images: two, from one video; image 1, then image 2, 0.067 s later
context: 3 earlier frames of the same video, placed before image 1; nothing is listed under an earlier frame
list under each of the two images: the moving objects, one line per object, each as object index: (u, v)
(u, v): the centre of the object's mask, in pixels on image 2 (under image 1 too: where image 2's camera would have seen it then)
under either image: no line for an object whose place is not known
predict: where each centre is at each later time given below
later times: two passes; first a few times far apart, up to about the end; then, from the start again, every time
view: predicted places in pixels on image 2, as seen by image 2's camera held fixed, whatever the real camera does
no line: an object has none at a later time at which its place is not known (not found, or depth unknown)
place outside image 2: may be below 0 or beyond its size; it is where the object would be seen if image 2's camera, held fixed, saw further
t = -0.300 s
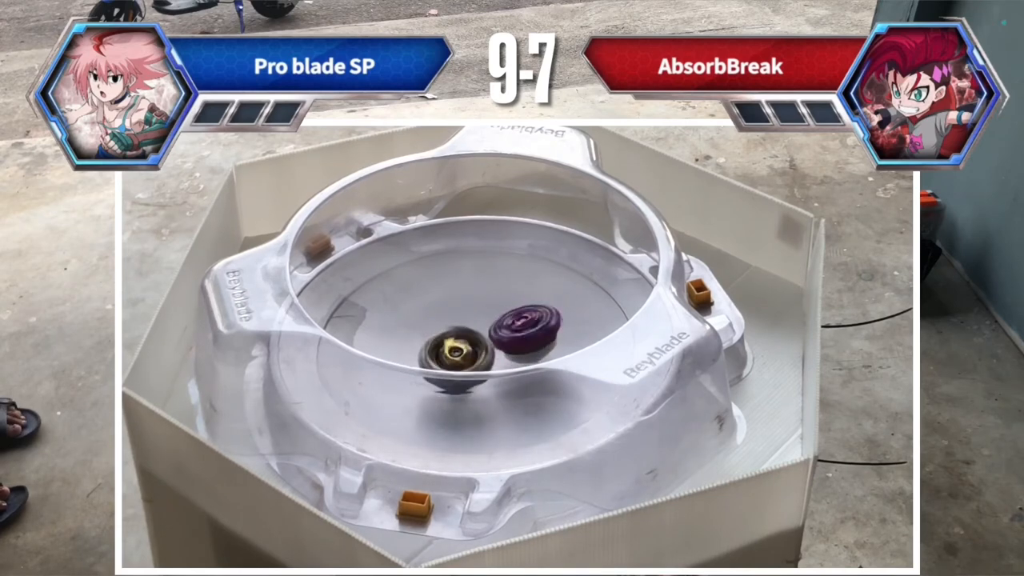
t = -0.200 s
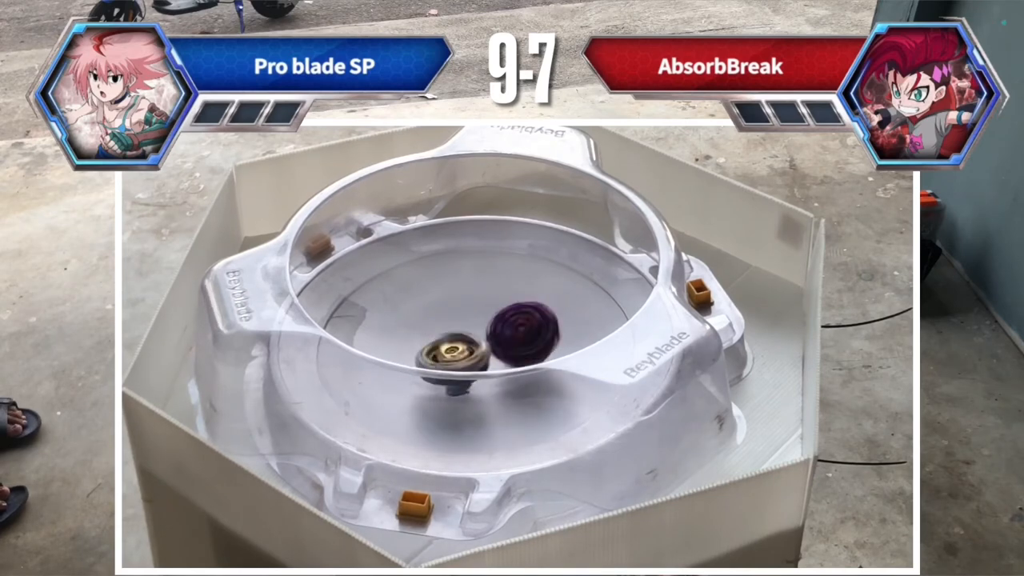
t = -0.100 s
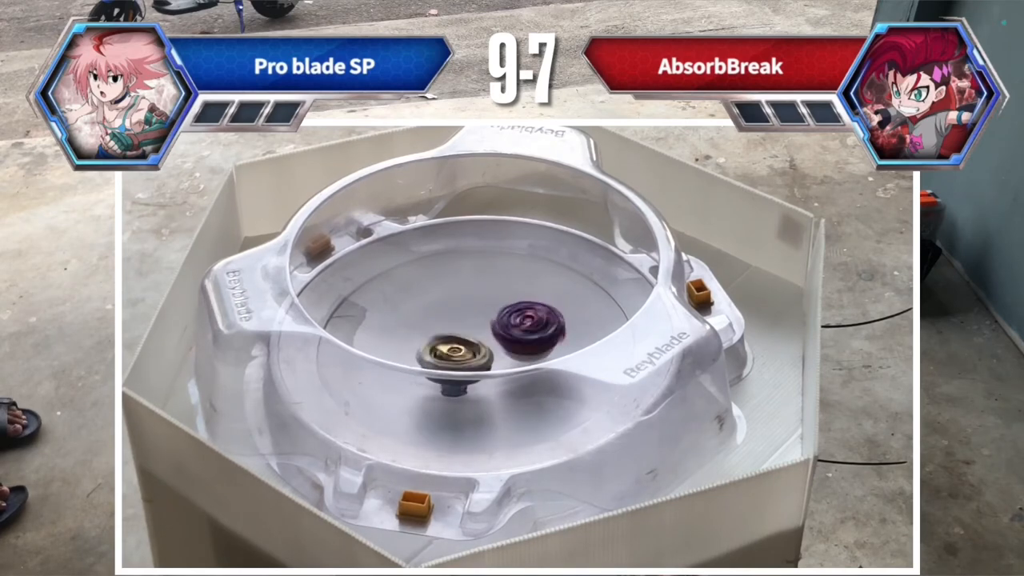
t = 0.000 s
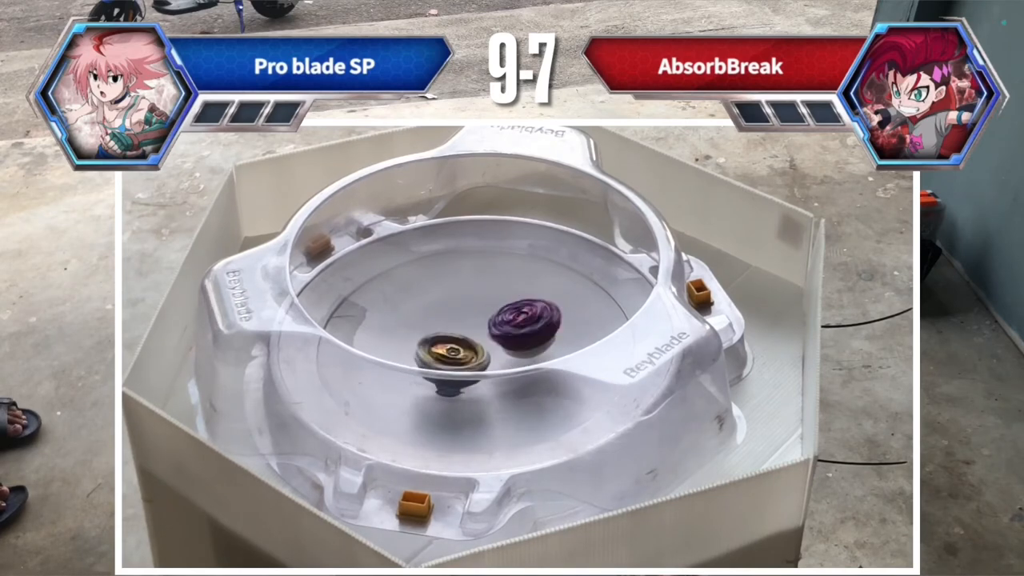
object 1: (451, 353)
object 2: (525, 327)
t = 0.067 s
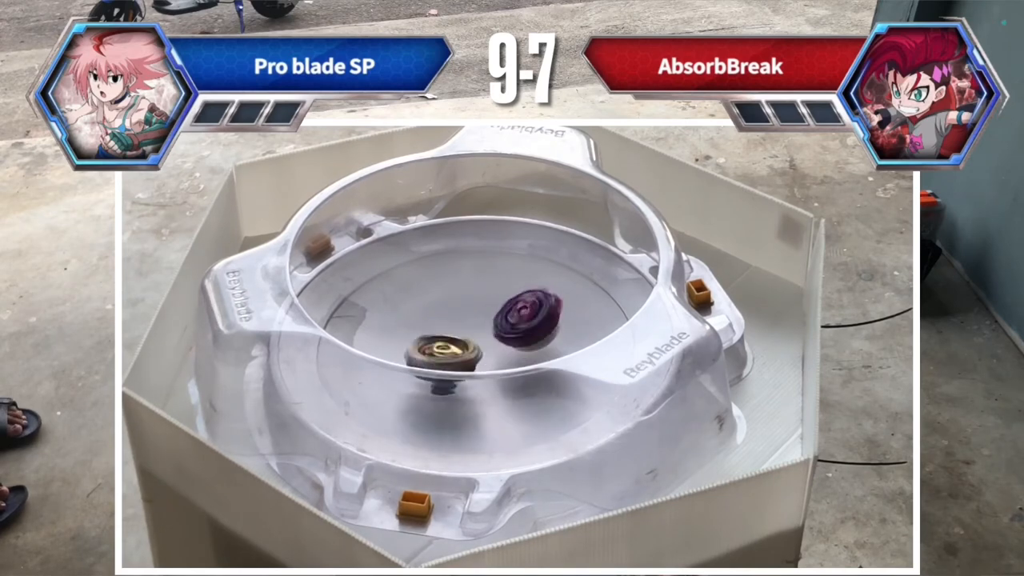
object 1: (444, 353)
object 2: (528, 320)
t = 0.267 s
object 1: (444, 346)
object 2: (514, 322)
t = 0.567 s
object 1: (448, 339)
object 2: (529, 333)
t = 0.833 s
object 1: (450, 338)
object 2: (523, 334)
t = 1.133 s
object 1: (452, 346)
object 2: (524, 337)
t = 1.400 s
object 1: (433, 348)
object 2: (533, 338)
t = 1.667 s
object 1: (445, 346)
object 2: (519, 335)
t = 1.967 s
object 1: (421, 344)
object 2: (519, 335)
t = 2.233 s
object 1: (442, 344)
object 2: (526, 339)
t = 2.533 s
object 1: (451, 332)
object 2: (520, 339)
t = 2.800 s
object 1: (445, 336)
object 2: (511, 342)
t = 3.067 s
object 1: (440, 335)
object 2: (511, 341)
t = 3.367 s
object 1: (438, 343)
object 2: (506, 340)
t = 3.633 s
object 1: (438, 343)
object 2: (505, 343)
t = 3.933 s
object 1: (437, 342)
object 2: (504, 343)
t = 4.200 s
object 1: (437, 342)
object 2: (504, 343)
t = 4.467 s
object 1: (437, 342)
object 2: (504, 343)
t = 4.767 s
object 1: (437, 342)
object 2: (504, 343)
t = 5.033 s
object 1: (437, 343)
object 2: (504, 343)
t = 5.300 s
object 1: (437, 343)
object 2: (504, 343)
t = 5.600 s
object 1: (437, 344)
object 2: (504, 343)
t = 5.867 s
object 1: (437, 343)
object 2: (504, 343)
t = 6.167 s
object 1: (437, 342)
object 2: (504, 343)
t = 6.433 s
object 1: (437, 342)
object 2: (504, 343)
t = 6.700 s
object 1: (437, 342)
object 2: (504, 343)
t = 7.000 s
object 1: (437, 342)
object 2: (504, 343)
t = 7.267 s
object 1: (437, 343)
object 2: (504, 343)
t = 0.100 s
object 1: (443, 352)
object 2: (527, 317)
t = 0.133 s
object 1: (442, 350)
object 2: (526, 316)
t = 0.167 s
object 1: (439, 350)
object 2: (524, 317)
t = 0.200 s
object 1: (441, 349)
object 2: (522, 319)
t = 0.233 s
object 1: (442, 347)
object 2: (519, 320)
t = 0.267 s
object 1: (444, 346)
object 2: (514, 322)
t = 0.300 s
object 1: (444, 344)
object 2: (510, 325)
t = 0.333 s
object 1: (444, 344)
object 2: (511, 330)
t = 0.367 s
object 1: (445, 342)
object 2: (512, 333)
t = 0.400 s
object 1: (441, 342)
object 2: (517, 335)
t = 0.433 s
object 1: (438, 341)
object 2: (523, 337)
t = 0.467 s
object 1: (438, 341)
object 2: (527, 336)
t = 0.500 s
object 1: (440, 340)
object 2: (529, 336)
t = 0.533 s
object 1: (444, 340)
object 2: (529, 334)
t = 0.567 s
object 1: (448, 339)
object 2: (529, 333)
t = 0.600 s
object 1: (449, 340)
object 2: (527, 332)
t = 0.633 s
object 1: (450, 338)
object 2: (524, 330)
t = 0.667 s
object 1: (450, 338)
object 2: (522, 330)
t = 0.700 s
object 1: (447, 337)
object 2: (524, 330)
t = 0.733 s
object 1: (444, 337)
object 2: (526, 330)
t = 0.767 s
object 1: (445, 338)
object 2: (525, 330)
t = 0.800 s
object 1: (448, 339)
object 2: (524, 332)
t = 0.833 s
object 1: (450, 338)
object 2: (523, 334)
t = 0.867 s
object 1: (450, 341)
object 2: (523, 337)
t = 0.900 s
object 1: (450, 341)
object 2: (522, 340)
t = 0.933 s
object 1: (447, 342)
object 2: (523, 342)
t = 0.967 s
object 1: (443, 342)
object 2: (526, 343)
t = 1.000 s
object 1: (443, 344)
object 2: (529, 344)
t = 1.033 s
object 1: (446, 344)
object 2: (531, 342)
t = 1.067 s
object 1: (450, 345)
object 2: (530, 342)
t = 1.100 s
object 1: (451, 345)
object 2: (527, 340)
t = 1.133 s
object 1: (452, 346)
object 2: (524, 337)
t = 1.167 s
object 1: (450, 346)
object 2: (523, 335)
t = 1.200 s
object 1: (444, 346)
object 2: (532, 333)
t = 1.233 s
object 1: (441, 347)
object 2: (536, 334)
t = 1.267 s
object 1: (439, 347)
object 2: (537, 336)
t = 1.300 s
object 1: (439, 347)
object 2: (536, 334)
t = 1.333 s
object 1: (435, 347)
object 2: (536, 333)
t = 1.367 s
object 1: (433, 347)
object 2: (537, 334)
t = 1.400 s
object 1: (433, 348)
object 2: (533, 338)
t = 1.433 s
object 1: (433, 350)
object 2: (531, 338)
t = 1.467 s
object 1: (437, 350)
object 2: (526, 336)
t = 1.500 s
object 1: (442, 350)
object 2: (526, 335)
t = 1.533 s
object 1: (445, 348)
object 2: (525, 336)
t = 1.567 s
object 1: (447, 348)
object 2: (521, 340)
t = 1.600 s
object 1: (447, 347)
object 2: (520, 339)
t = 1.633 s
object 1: (448, 347)
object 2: (516, 337)
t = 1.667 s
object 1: (445, 346)
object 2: (519, 335)
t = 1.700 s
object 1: (437, 347)
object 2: (529, 332)
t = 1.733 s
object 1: (431, 347)
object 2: (532, 333)
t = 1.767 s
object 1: (430, 347)
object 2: (532, 335)
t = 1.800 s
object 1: (426, 345)
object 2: (530, 336)
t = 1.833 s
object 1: (421, 343)
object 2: (526, 336)
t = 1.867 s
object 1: (417, 342)
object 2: (522, 335)
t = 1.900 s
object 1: (418, 342)
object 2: (521, 335)
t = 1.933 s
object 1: (419, 344)
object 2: (522, 335)
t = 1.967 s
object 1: (421, 344)
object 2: (519, 335)
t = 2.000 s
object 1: (426, 344)
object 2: (515, 336)
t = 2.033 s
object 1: (431, 345)
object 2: (512, 339)
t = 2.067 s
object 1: (437, 345)
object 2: (511, 341)
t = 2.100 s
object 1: (440, 344)
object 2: (514, 341)
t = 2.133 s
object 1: (439, 344)
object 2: (519, 341)
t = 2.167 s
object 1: (440, 344)
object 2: (523, 340)
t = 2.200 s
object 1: (441, 344)
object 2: (526, 340)
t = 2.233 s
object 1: (442, 344)
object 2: (526, 339)
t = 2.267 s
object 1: (444, 342)
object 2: (525, 339)
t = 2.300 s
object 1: (448, 342)
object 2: (523, 338)
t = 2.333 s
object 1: (451, 342)
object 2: (522, 338)
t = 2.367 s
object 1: (452, 340)
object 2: (521, 338)
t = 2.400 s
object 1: (452, 339)
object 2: (521, 338)
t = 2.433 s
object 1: (451, 338)
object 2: (521, 338)
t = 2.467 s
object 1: (452, 335)
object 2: (522, 338)
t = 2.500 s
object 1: (451, 333)
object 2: (520, 339)
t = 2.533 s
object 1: (451, 332)
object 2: (520, 339)
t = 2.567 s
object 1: (450, 332)
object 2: (520, 340)
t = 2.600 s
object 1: (448, 332)
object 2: (520, 342)
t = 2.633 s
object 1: (445, 332)
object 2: (519, 343)
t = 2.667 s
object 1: (443, 330)
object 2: (518, 343)
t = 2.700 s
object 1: (442, 332)
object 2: (516, 343)
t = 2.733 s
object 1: (442, 333)
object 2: (513, 343)
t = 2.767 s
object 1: (443, 334)
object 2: (512, 343)
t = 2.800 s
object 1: (445, 336)
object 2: (511, 342)
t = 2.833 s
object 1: (443, 335)
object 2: (510, 341)
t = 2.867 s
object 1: (441, 334)
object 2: (510, 341)
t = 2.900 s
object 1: (439, 333)
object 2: (511, 341)
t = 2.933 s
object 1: (437, 332)
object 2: (512, 341)
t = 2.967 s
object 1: (437, 331)
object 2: (513, 340)
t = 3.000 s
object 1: (438, 332)
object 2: (512, 340)
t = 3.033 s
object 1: (439, 334)
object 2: (512, 341)
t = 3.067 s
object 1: (440, 335)
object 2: (511, 341)
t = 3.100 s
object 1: (440, 337)
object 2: (509, 341)
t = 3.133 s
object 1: (439, 338)
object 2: (506, 342)
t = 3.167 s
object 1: (438, 339)
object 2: (506, 342)
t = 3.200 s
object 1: (437, 339)
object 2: (507, 342)
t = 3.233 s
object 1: (437, 341)
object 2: (506, 342)
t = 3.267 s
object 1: (437, 342)
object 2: (506, 342)
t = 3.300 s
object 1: (438, 343)
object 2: (506, 343)
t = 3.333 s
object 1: (438, 343)
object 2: (506, 343)
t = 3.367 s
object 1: (438, 343)
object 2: (506, 340)
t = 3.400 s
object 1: (437, 343)
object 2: (504, 343)
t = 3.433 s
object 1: (436, 342)
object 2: (503, 343)
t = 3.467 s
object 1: (435, 342)
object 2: (503, 343)
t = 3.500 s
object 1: (435, 342)
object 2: (503, 343)
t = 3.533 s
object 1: (436, 342)
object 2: (504, 344)
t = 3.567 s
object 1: (437, 343)
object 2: (505, 344)
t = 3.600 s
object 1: (438, 343)
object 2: (505, 344)
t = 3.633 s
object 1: (438, 343)
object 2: (505, 343)
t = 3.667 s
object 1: (438, 343)
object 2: (505, 343)
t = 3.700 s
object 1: (438, 343)
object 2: (505, 343)
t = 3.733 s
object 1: (437, 343)
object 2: (504, 343)
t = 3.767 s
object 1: (437, 342)
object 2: (504, 343)
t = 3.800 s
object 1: (437, 342)
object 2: (504, 343)
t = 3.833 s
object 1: (437, 342)
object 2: (504, 343)
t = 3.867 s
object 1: (437, 342)
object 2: (504, 343)
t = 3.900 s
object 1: (437, 342)
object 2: (504, 343)
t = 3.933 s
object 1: (437, 342)
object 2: (504, 343)
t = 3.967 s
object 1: (437, 342)
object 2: (504, 343)
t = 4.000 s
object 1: (437, 342)
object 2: (504, 343)
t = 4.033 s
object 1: (437, 342)
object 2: (504, 343)
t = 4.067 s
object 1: (437, 342)
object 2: (504, 343)
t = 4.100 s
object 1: (437, 342)
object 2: (504, 343)
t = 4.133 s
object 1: (437, 342)
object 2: (504, 343)
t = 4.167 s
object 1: (437, 342)
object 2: (504, 343)
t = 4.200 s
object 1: (437, 342)
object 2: (504, 343)
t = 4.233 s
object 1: (437, 342)
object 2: (504, 343)
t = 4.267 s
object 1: (437, 342)
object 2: (504, 343)
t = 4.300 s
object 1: (437, 342)
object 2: (504, 343)
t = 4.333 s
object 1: (437, 342)
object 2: (504, 343)
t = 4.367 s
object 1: (437, 342)
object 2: (504, 343)
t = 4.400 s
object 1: (437, 342)
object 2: (504, 343)
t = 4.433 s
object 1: (437, 342)
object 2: (504, 343)
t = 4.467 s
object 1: (437, 342)
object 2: (504, 343)
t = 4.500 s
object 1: (437, 342)
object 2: (504, 343)
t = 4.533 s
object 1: (437, 342)
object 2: (504, 343)
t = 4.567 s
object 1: (437, 342)
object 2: (504, 343)
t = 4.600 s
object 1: (437, 342)
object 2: (504, 343)
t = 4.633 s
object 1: (437, 342)
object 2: (504, 343)
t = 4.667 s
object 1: (437, 343)
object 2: (504, 343)
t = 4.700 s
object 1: (437, 342)
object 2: (504, 343)
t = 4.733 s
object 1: (437, 343)
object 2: (504, 343)
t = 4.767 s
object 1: (437, 342)
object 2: (504, 343)
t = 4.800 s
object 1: (437, 343)
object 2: (504, 343)
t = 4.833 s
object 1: (437, 342)
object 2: (504, 343)
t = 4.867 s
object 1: (437, 343)
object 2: (504, 343)
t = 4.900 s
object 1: (437, 343)
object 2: (504, 343)
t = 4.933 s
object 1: (437, 343)
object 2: (504, 343)
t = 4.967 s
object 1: (437, 343)
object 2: (504, 343)
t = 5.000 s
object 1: (437, 343)
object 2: (504, 343)
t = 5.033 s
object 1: (437, 343)
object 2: (504, 343)
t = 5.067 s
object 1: (437, 342)
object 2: (504, 343)
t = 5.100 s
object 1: (437, 343)
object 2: (504, 343)
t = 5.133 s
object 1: (437, 343)
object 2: (504, 343)
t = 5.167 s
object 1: (437, 343)
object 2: (504, 343)
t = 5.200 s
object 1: (437, 343)
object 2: (504, 343)
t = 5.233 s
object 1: (437, 343)
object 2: (504, 343)
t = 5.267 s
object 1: (437, 343)
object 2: (504, 343)
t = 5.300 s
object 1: (437, 343)
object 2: (504, 343)
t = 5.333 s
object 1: (437, 343)
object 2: (504, 343)
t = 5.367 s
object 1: (437, 343)
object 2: (504, 343)
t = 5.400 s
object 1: (437, 343)
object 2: (504, 343)
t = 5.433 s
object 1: (437, 343)
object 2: (504, 343)
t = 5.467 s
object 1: (437, 343)
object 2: (504, 343)
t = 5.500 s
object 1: (437, 343)
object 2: (504, 343)
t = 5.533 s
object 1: (437, 343)
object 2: (504, 343)
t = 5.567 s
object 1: (437, 344)
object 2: (504, 343)
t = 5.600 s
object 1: (437, 344)
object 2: (504, 343)
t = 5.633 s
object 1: (437, 343)
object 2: (504, 343)
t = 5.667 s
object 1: (437, 344)
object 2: (504, 343)
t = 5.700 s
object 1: (437, 343)
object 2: (504, 343)
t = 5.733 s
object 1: (437, 344)
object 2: (504, 343)
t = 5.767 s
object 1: (437, 343)
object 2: (504, 343)
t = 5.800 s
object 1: (437, 344)
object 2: (504, 343)
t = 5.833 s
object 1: (437, 344)
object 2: (504, 343)
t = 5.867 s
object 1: (437, 343)
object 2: (504, 343)
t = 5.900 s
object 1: (437, 344)
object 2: (504, 343)
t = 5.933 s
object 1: (437, 343)
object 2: (504, 343)
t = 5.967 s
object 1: (437, 344)
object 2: (504, 343)
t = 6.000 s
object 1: (437, 343)
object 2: (504, 343)
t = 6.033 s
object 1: (437, 343)
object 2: (504, 343)
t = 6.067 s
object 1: (437, 343)
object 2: (504, 343)
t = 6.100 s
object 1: (437, 343)
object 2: (504, 343)
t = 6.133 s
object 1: (437, 344)
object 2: (504, 343)
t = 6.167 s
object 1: (437, 342)
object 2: (504, 343)
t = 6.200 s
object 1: (437, 342)
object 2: (504, 343)
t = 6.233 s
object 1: (437, 342)
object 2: (504, 343)
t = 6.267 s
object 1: (437, 343)
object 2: (504, 343)
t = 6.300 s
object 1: (437, 342)
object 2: (504, 343)
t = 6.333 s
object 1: (437, 343)
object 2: (504, 343)
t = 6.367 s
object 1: (437, 342)
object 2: (504, 343)
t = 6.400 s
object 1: (437, 342)
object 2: (504, 343)
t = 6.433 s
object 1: (437, 342)
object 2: (504, 343)
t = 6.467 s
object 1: (437, 342)
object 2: (504, 343)
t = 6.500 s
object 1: (437, 342)
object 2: (504, 343)
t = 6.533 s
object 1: (437, 342)
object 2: (504, 343)
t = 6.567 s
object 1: (437, 342)
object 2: (504, 343)
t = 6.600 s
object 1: (437, 342)
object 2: (504, 343)
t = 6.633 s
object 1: (437, 342)
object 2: (504, 343)
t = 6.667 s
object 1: (437, 342)
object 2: (504, 343)
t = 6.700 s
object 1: (437, 342)
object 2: (504, 343)
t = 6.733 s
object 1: (437, 342)
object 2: (504, 343)
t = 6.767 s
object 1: (437, 342)
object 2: (504, 343)
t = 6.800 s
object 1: (437, 342)
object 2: (504, 343)
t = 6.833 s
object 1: (437, 342)
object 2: (504, 343)
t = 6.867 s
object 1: (437, 342)
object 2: (504, 343)
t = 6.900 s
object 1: (437, 342)
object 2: (504, 343)
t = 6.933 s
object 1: (437, 342)
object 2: (504, 343)
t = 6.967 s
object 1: (437, 342)
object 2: (504, 343)
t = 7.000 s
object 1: (437, 342)
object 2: (504, 343)
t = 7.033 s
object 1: (437, 342)
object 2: (504, 343)
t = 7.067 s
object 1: (437, 342)
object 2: (504, 343)
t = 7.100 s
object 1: (437, 342)
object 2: (504, 343)
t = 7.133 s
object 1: (437, 342)
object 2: (504, 343)
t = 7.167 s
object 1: (437, 342)
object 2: (504, 343)
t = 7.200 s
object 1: (437, 342)
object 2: (504, 343)
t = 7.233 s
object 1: (437, 342)
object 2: (504, 343)
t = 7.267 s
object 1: (437, 343)
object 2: (504, 343)
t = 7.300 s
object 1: (437, 342)
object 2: (504, 343)
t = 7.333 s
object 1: (437, 343)
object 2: (504, 343)
